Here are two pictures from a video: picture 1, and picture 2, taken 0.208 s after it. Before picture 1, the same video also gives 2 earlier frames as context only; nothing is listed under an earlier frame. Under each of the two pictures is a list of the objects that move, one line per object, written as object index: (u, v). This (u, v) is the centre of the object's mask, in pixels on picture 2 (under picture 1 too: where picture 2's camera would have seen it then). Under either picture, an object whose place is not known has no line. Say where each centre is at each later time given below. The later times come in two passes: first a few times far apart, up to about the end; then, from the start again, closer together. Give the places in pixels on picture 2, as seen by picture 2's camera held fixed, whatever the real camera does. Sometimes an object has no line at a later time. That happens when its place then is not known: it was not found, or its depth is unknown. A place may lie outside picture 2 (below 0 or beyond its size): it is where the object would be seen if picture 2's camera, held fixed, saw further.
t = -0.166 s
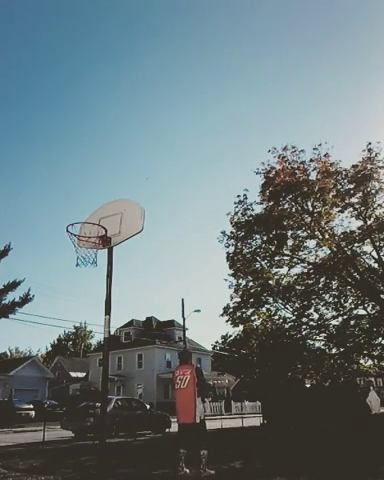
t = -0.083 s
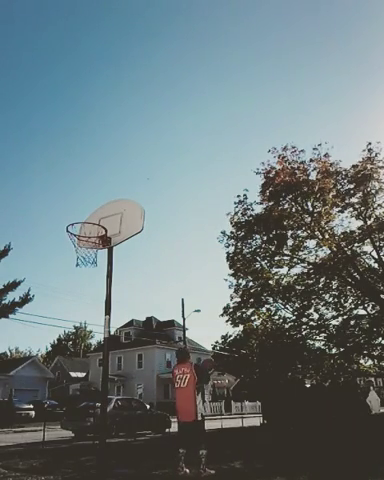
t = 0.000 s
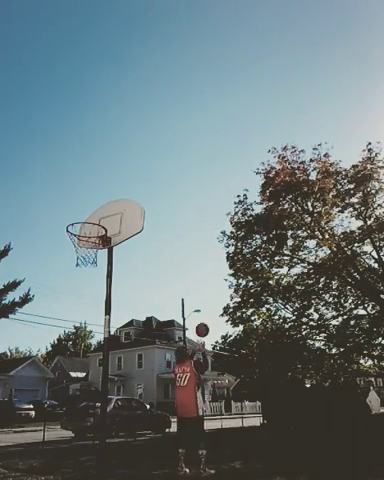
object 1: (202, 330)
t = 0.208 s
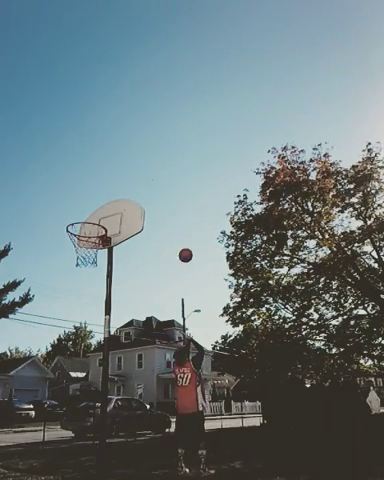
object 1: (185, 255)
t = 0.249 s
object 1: (182, 243)
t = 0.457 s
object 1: (166, 196)
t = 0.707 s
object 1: (144, 168)
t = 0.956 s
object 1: (121, 172)
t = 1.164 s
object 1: (97, 208)
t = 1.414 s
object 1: (72, 273)
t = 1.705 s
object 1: (46, 395)
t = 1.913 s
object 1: (36, 442)
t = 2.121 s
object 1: (47, 349)
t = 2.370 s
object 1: (54, 304)
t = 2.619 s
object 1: (57, 312)
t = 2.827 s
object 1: (55, 351)
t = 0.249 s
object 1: (182, 243)
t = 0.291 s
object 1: (179, 232)
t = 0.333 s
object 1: (175, 222)
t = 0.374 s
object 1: (172, 212)
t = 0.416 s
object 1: (169, 204)
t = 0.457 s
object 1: (166, 196)
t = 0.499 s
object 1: (162, 189)
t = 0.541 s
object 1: (159, 183)
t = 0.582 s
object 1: (155, 178)
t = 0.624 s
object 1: (152, 174)
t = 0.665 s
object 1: (148, 170)
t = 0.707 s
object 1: (144, 168)
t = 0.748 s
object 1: (141, 166)
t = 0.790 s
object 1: (137, 165)
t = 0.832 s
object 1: (133, 165)
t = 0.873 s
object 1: (129, 167)
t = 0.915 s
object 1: (125, 169)
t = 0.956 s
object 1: (121, 172)
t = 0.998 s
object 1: (116, 176)
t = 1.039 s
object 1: (111, 182)
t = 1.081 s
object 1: (107, 189)
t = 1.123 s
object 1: (102, 198)
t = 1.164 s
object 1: (97, 208)
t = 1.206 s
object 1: (91, 220)
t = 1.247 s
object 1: (85, 233)
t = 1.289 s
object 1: (79, 247)
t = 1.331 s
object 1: (77, 254)
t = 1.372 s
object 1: (74, 263)
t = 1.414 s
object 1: (72, 273)
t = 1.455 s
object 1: (69, 285)
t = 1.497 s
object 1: (65, 299)
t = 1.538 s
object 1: (62, 315)
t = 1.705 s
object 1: (46, 395)
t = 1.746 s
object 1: (42, 427)
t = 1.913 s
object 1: (36, 442)
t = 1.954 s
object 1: (39, 419)
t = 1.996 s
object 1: (40, 398)
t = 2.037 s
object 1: (44, 379)
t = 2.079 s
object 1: (46, 362)
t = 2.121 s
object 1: (47, 349)
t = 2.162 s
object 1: (49, 337)
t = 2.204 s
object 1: (50, 327)
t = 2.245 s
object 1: (52, 319)
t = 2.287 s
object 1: (53, 313)
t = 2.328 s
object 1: (54, 308)
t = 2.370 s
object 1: (54, 304)
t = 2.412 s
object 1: (55, 302)
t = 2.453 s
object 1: (56, 302)
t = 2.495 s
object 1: (56, 302)
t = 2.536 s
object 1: (56, 304)
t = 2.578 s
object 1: (56, 307)
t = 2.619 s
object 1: (57, 312)
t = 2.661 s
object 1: (57, 317)
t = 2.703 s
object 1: (56, 324)
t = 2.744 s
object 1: (56, 332)
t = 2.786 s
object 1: (55, 340)
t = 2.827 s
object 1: (55, 351)
